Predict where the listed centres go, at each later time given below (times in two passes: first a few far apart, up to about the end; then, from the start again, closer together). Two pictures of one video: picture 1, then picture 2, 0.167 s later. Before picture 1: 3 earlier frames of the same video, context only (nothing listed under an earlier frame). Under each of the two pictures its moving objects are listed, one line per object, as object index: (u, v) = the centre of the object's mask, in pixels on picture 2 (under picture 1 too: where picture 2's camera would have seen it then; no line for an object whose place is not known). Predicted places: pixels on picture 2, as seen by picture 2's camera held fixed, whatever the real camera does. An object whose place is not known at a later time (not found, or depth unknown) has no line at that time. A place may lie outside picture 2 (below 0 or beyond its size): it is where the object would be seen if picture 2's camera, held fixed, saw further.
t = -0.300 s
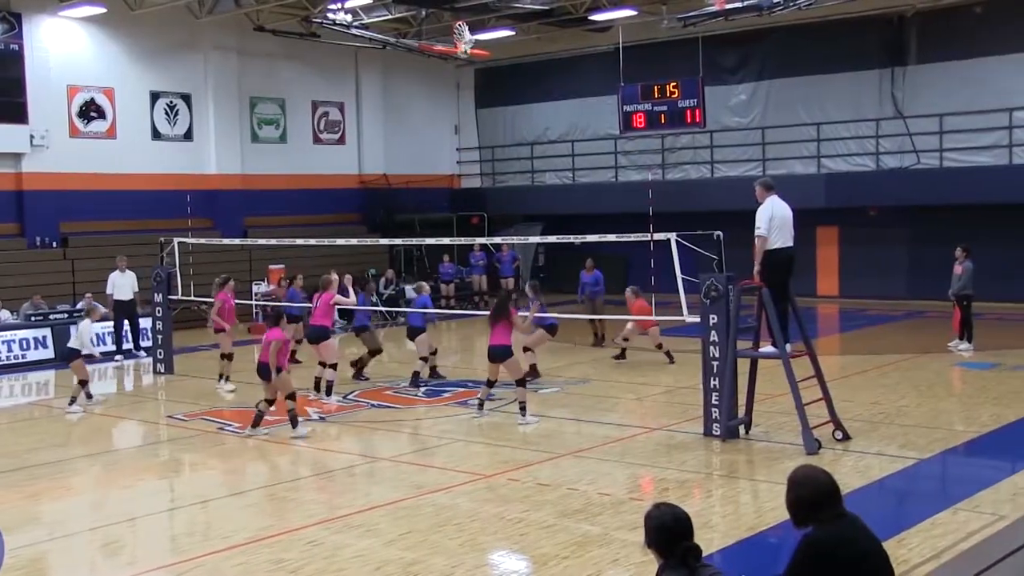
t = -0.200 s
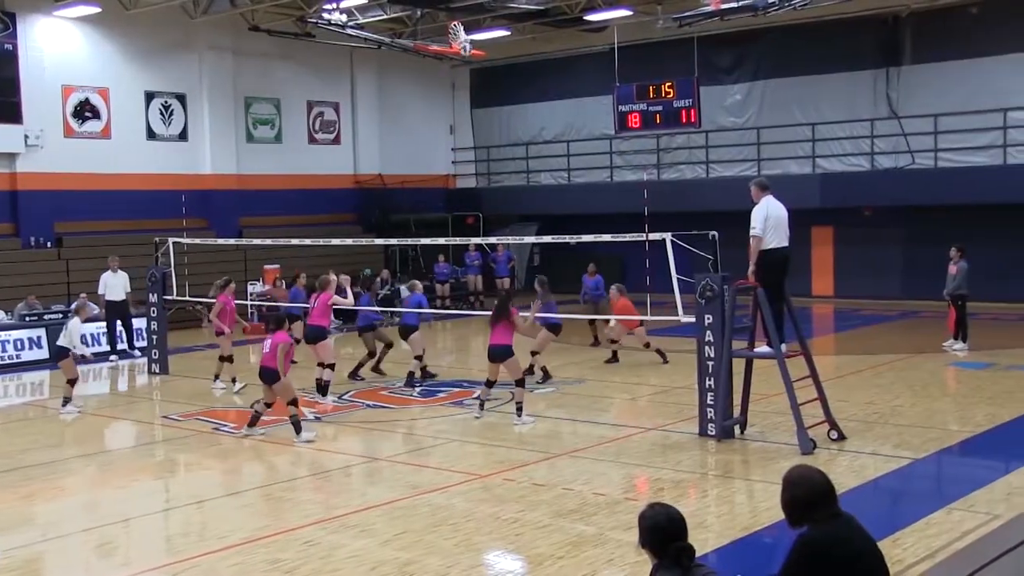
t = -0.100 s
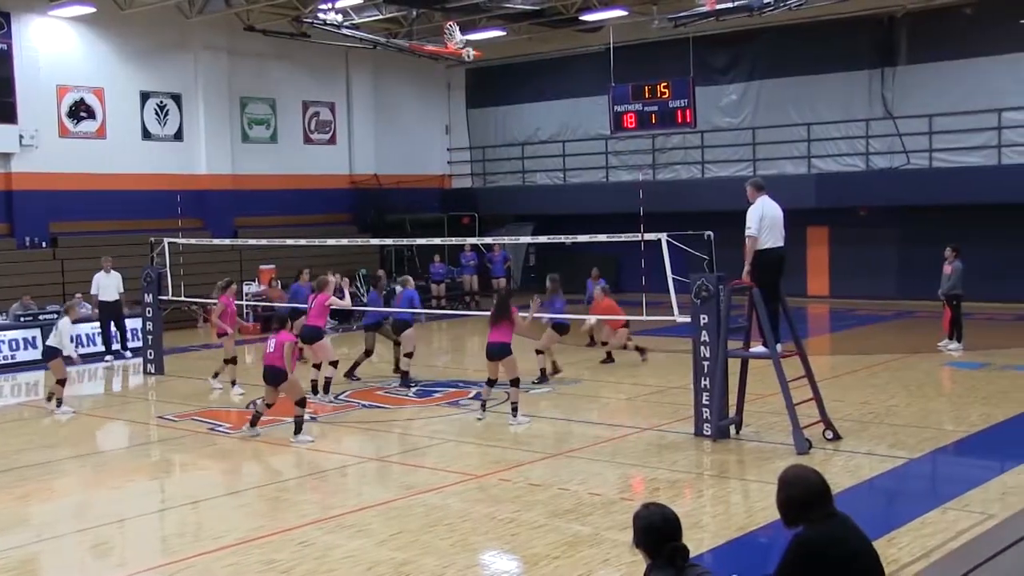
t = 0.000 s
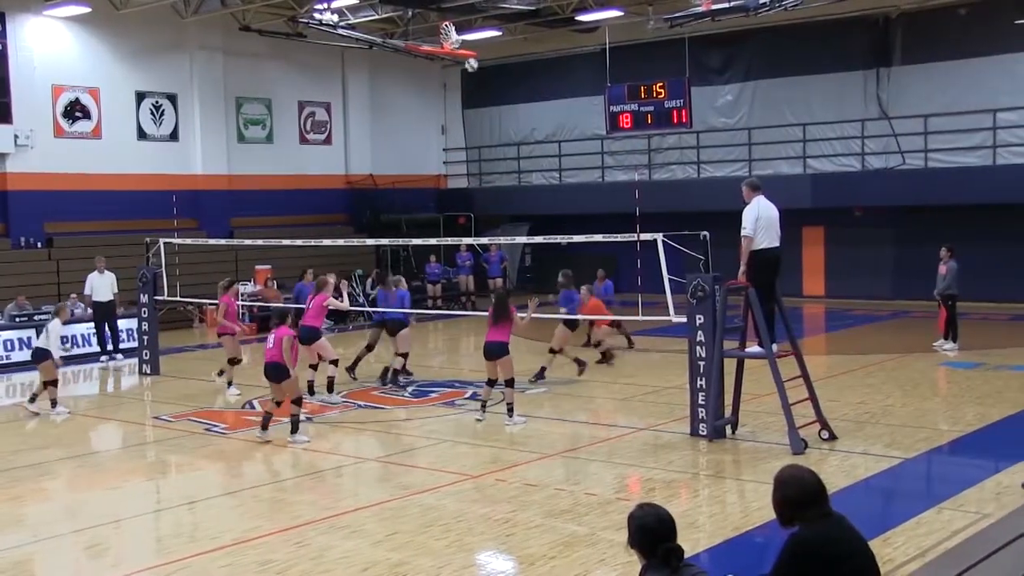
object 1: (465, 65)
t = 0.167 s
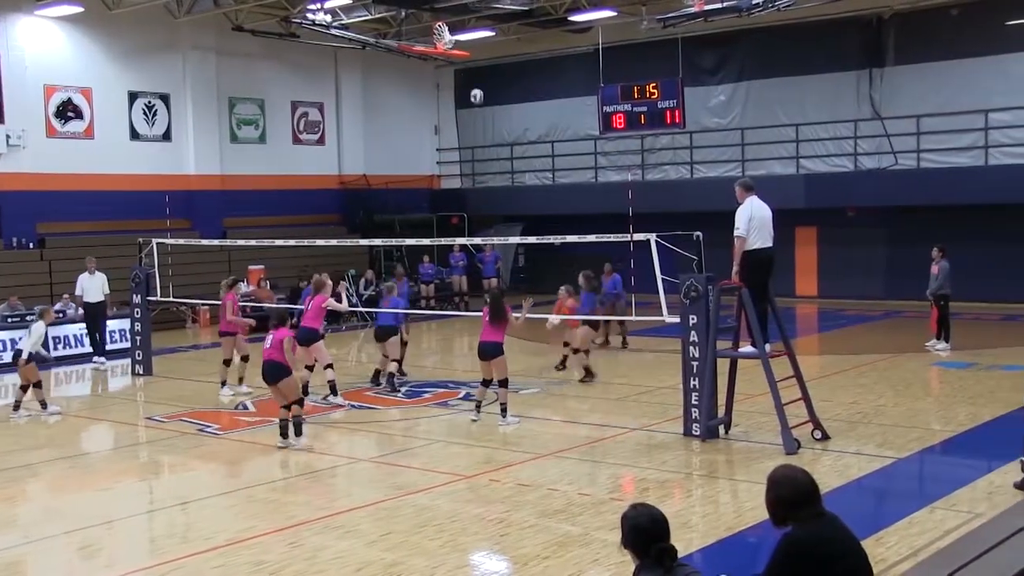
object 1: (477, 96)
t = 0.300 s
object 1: (486, 132)
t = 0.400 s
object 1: (493, 166)
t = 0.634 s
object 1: (508, 268)
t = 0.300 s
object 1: (486, 132)
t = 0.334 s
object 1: (489, 142)
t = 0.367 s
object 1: (491, 154)
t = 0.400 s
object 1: (493, 166)
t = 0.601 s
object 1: (507, 252)
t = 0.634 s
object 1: (508, 268)
